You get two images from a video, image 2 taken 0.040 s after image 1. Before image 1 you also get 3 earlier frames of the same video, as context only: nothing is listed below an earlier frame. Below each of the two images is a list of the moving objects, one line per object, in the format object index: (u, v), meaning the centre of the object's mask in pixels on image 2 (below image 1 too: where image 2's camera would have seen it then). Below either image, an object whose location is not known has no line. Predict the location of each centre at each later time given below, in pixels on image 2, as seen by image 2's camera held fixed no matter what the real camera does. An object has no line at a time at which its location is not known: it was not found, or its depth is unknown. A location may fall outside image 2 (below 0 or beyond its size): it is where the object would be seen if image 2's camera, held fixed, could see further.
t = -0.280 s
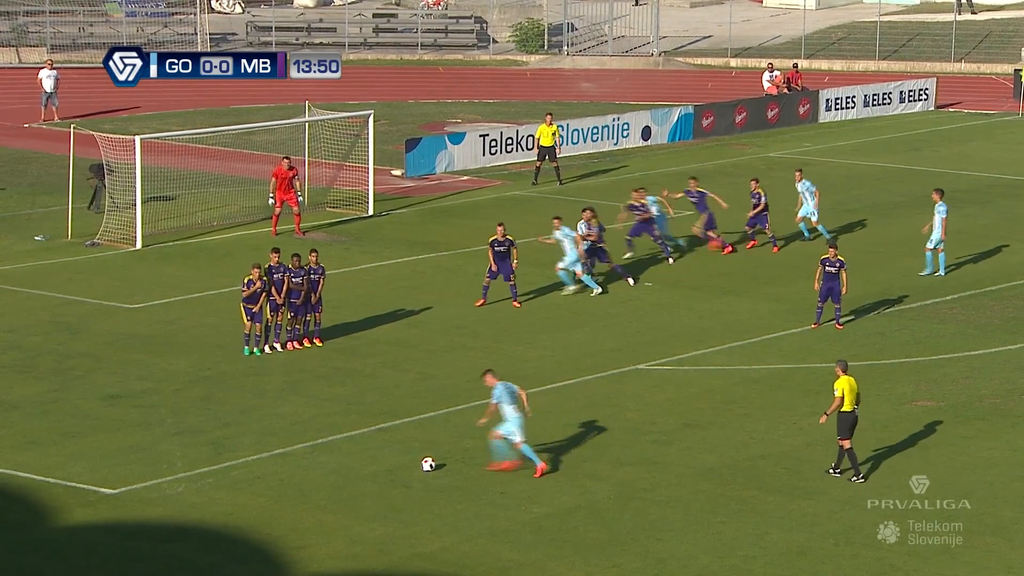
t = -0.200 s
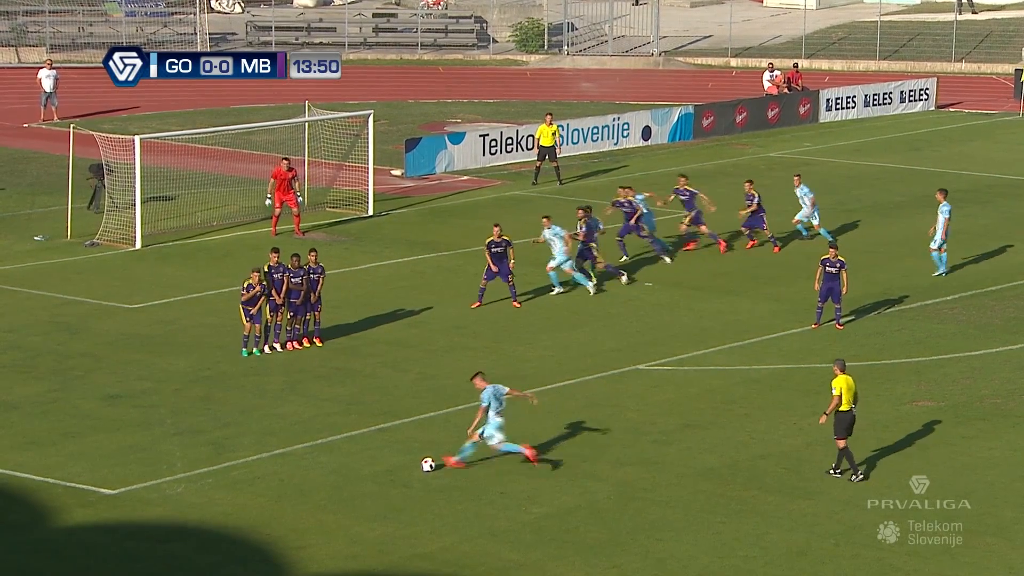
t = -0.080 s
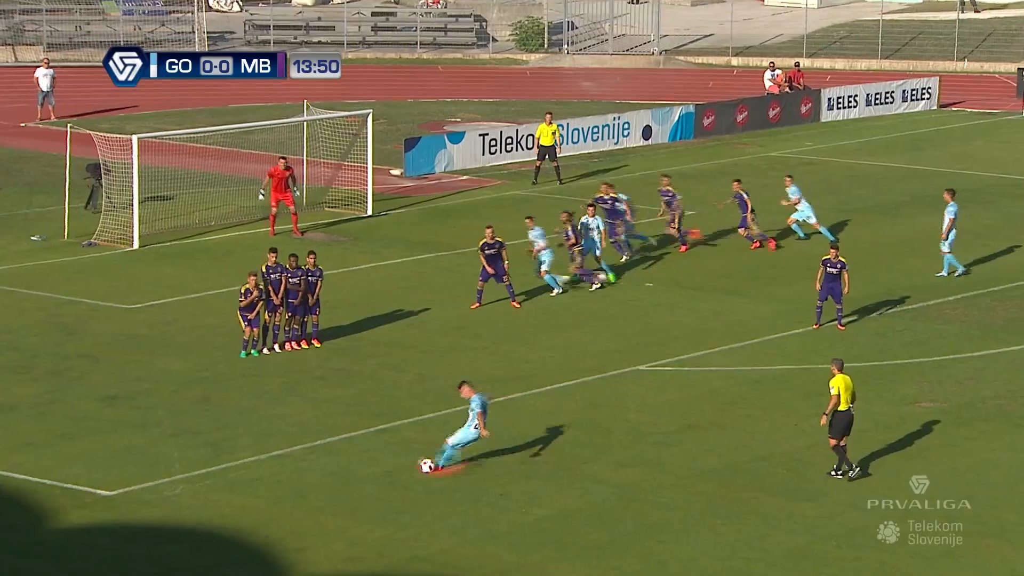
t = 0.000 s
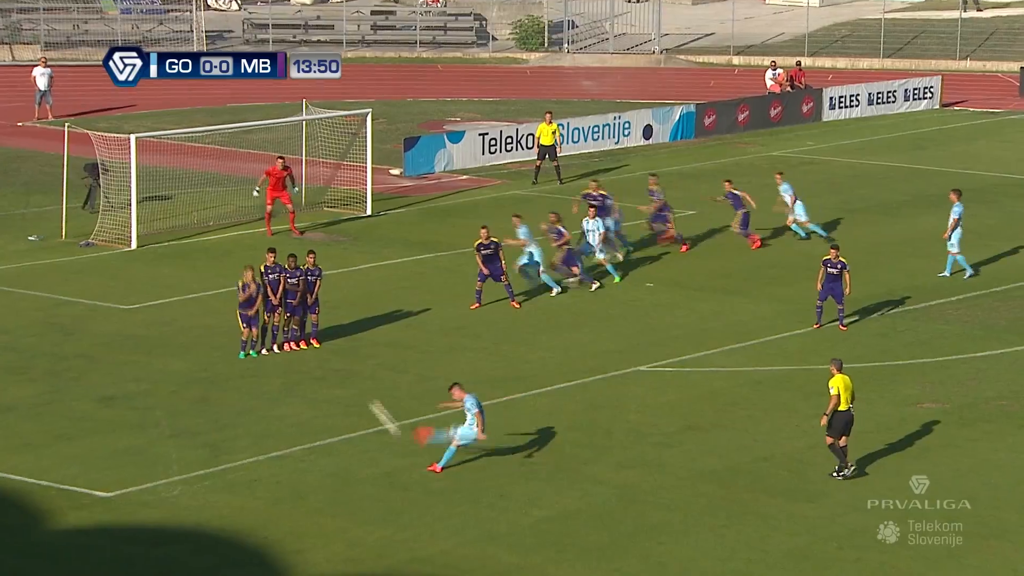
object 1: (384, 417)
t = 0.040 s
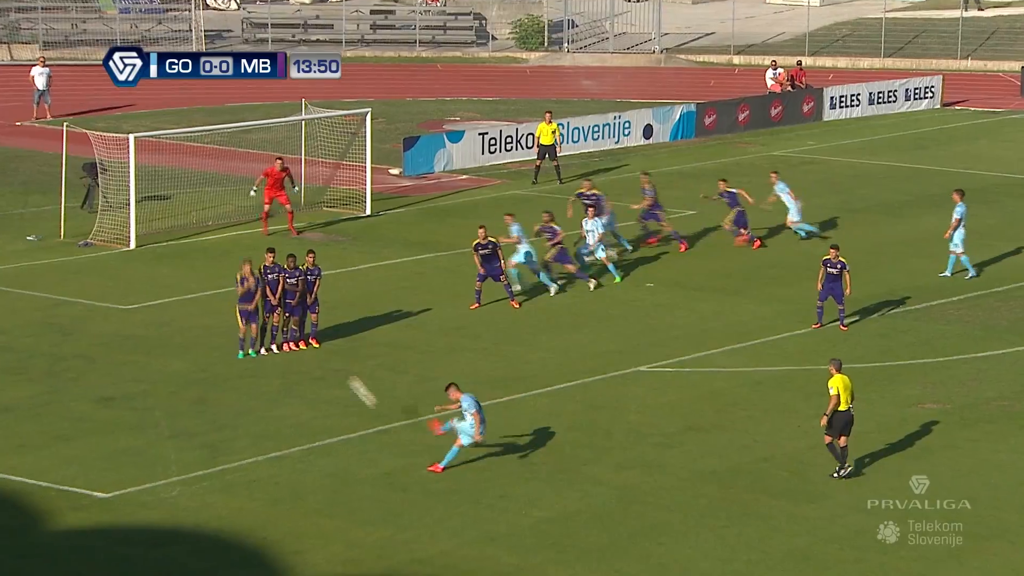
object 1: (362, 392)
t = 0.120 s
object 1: (326, 348)
